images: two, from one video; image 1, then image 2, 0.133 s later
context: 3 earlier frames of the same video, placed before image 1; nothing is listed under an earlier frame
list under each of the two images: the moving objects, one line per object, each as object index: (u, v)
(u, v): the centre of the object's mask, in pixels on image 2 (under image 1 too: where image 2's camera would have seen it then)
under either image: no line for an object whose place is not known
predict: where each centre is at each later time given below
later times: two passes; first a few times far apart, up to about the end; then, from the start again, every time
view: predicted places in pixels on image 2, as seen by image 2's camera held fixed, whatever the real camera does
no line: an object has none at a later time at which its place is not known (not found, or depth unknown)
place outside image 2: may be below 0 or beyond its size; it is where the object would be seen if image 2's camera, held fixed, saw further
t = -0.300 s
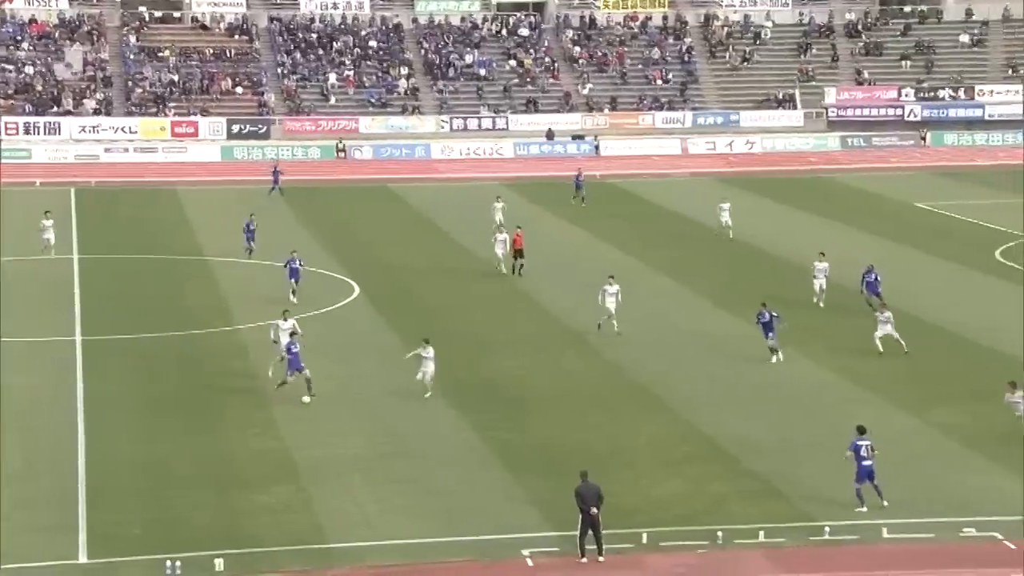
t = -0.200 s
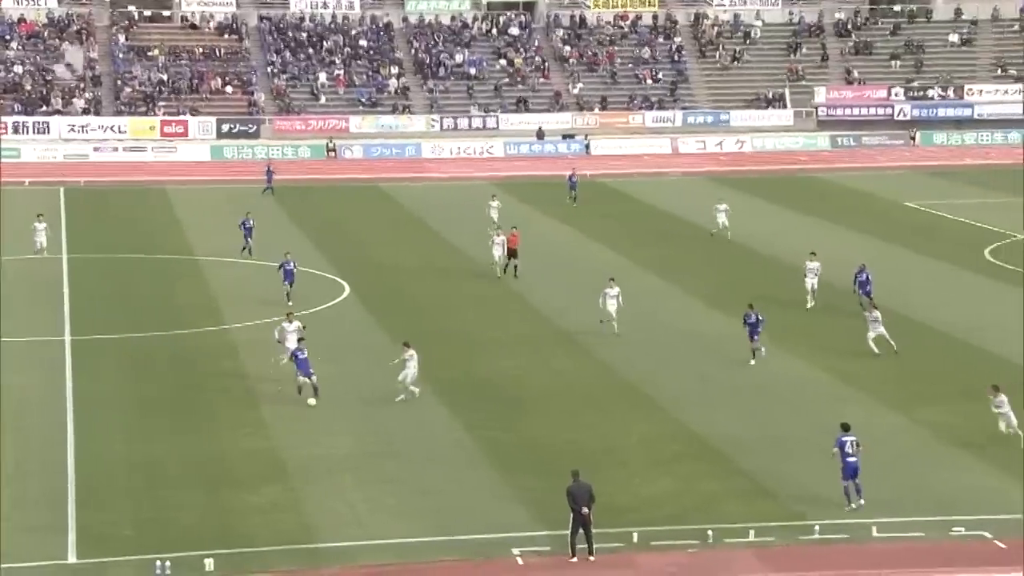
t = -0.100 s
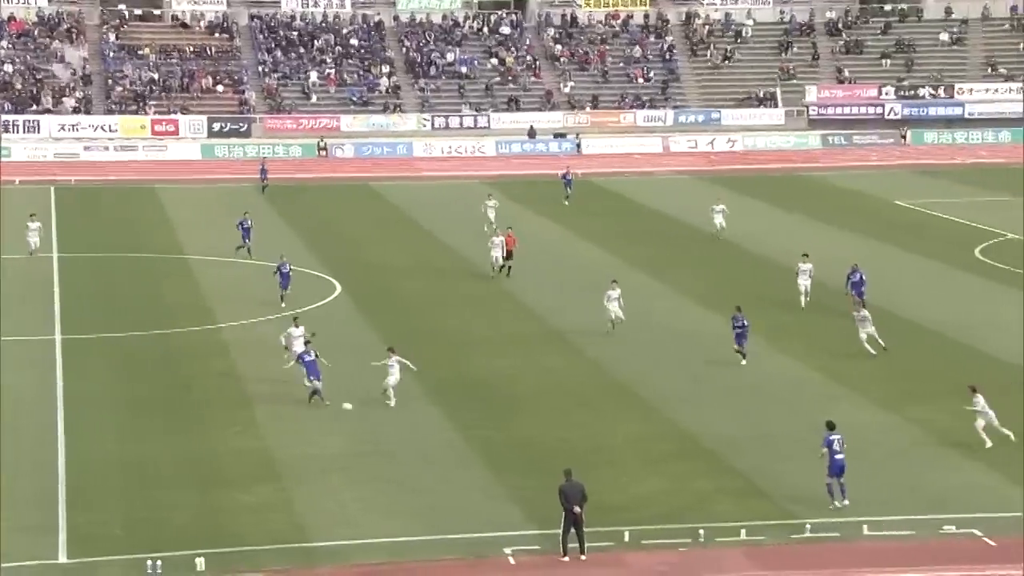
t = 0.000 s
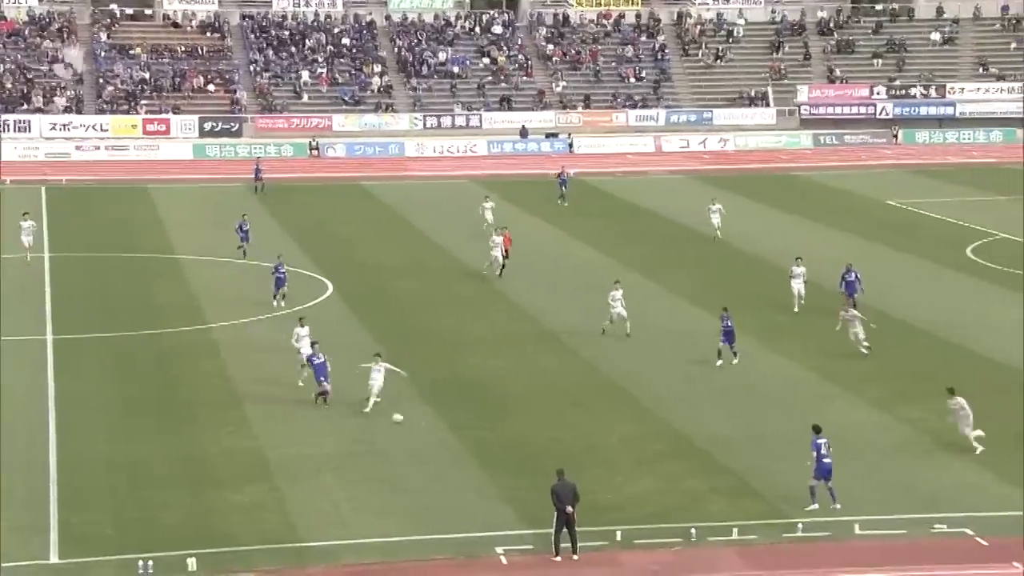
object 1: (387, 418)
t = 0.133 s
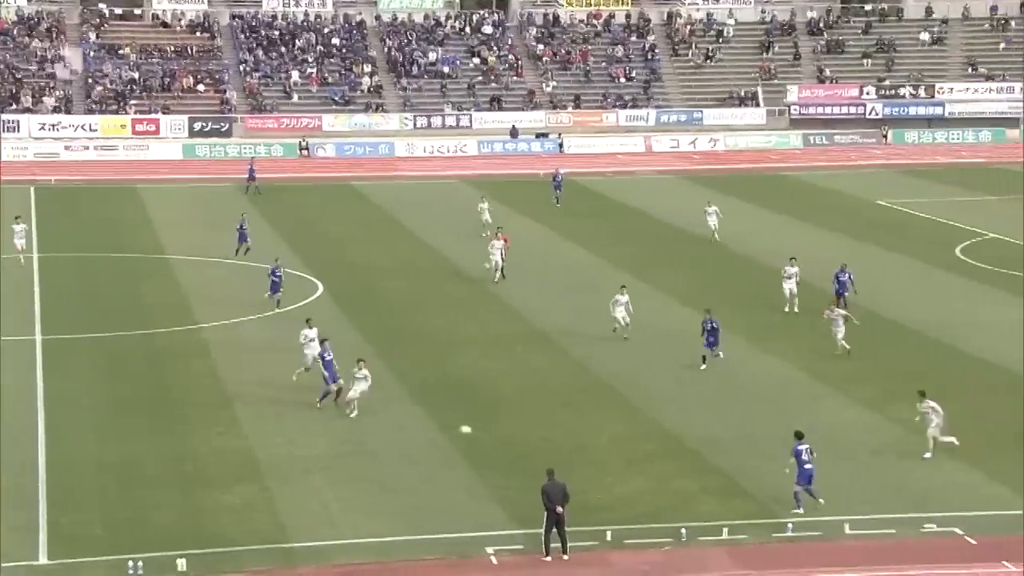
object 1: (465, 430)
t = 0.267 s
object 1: (544, 444)
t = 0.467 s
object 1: (660, 464)
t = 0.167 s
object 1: (485, 433)
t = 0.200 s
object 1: (505, 438)
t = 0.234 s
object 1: (524, 442)
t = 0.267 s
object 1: (544, 444)
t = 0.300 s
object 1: (562, 447)
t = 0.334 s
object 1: (583, 451)
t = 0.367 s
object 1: (602, 454)
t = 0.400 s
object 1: (621, 458)
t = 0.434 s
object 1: (641, 460)
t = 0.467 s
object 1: (660, 464)
